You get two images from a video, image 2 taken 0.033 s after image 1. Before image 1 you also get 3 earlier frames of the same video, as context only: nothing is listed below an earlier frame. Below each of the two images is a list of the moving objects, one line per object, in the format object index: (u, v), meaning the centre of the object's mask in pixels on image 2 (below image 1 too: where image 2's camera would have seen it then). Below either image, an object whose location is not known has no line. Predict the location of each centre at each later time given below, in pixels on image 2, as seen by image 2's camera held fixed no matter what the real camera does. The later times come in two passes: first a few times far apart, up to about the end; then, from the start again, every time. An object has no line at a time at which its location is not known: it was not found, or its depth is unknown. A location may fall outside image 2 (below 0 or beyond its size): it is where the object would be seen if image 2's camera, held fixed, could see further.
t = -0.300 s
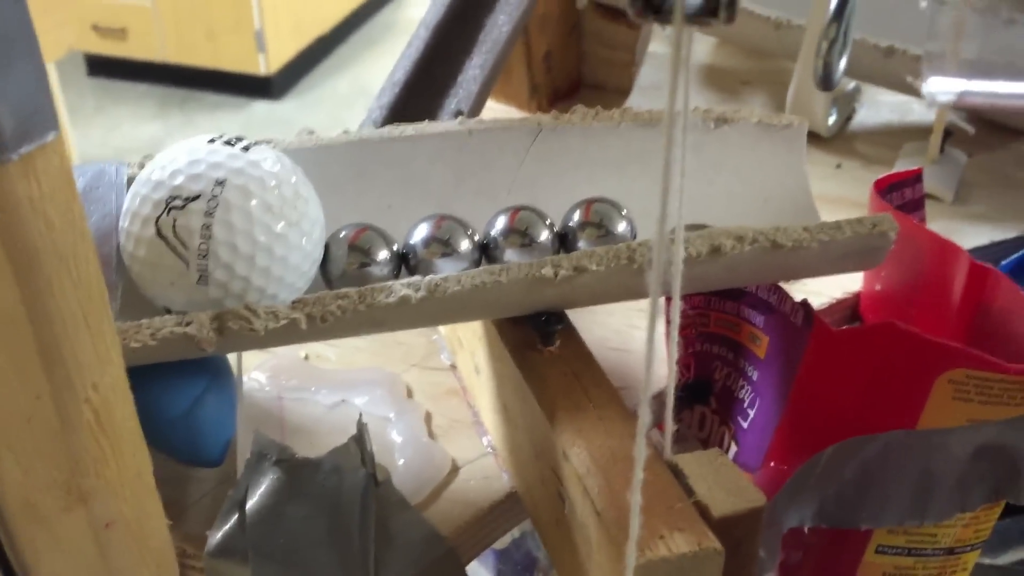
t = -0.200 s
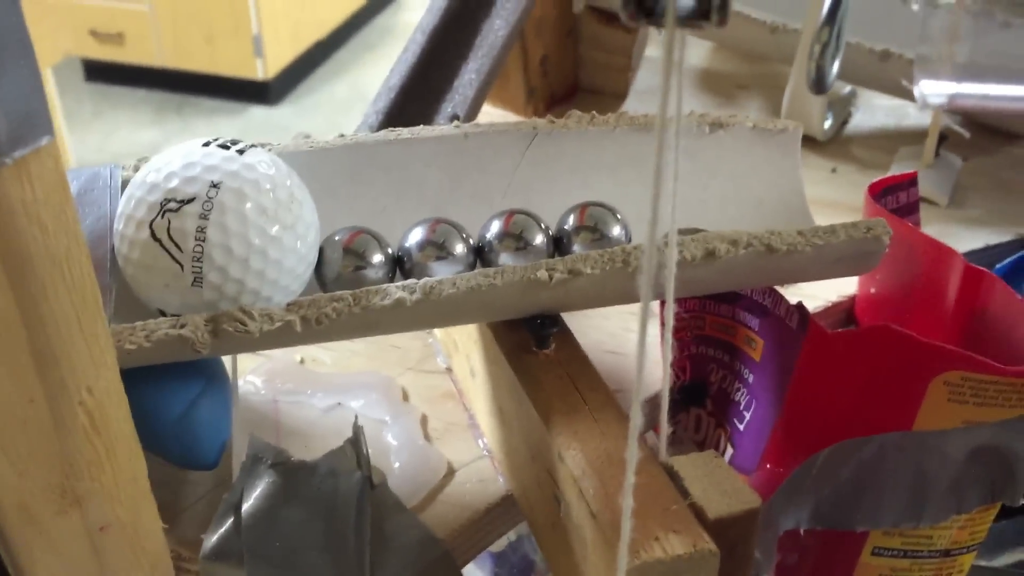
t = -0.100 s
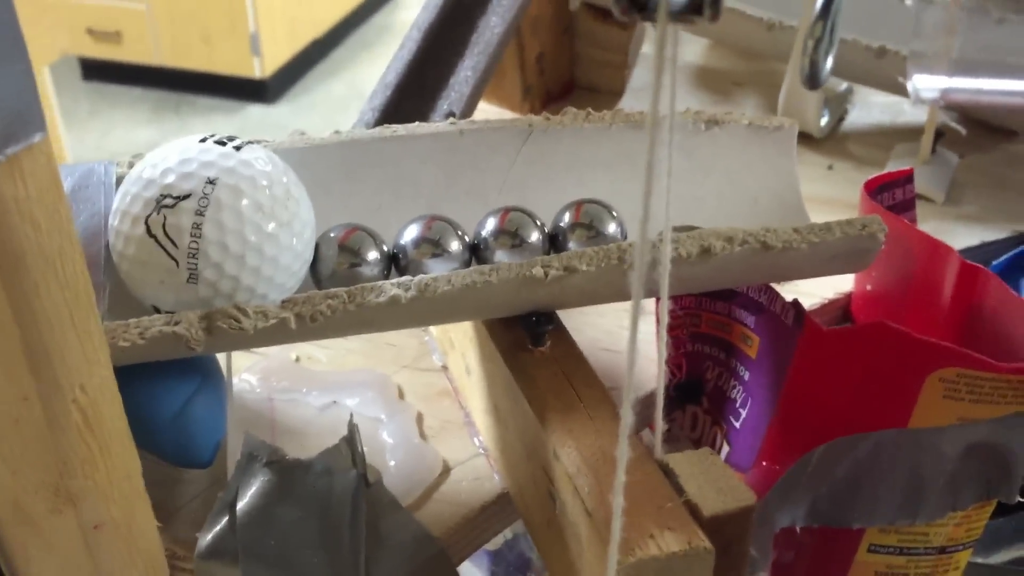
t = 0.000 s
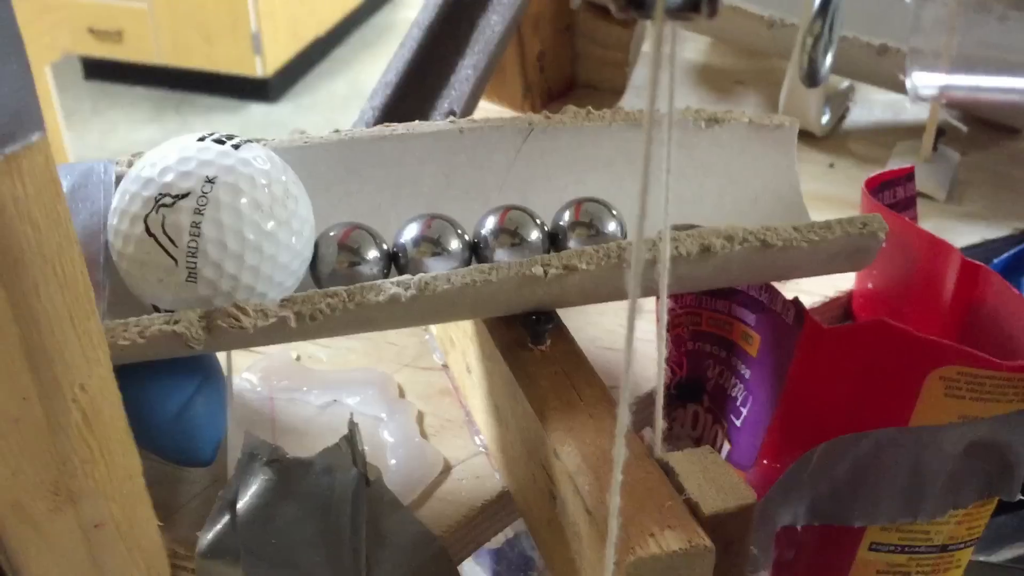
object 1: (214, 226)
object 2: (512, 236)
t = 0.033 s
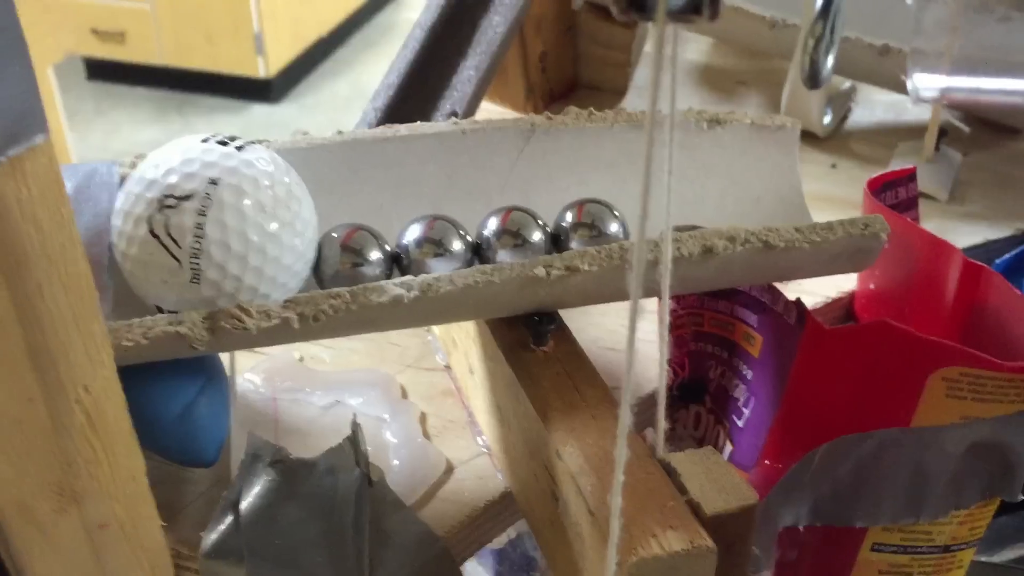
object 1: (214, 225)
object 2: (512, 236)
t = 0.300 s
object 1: (224, 220)
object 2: (520, 235)
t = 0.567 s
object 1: (275, 204)
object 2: (569, 230)
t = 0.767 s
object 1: (398, 195)
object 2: (684, 224)
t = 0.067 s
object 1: (215, 224)
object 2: (512, 236)
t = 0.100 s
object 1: (215, 223)
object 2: (512, 236)
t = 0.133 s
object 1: (216, 223)
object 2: (513, 236)
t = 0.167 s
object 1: (216, 223)
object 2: (514, 236)
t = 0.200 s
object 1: (218, 223)
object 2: (515, 236)
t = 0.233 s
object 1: (220, 222)
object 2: (517, 236)
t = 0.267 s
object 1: (222, 221)
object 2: (518, 235)
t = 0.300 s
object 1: (224, 220)
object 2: (520, 235)
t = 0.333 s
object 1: (226, 220)
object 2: (523, 235)
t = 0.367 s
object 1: (230, 218)
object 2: (526, 235)
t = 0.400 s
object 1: (236, 215)
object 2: (531, 233)
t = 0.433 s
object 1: (242, 215)
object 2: (536, 232)
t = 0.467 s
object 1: (248, 214)
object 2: (542, 231)
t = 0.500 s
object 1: (256, 213)
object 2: (549, 231)
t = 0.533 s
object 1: (265, 209)
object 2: (557, 230)
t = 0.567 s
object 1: (275, 204)
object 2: (569, 230)
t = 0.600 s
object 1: (288, 201)
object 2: (583, 229)
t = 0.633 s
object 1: (304, 200)
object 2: (598, 228)
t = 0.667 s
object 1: (324, 199)
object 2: (612, 226)
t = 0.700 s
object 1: (346, 198)
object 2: (629, 224)
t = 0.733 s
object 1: (372, 196)
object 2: (675, 222)
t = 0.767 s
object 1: (398, 195)
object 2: (684, 224)
